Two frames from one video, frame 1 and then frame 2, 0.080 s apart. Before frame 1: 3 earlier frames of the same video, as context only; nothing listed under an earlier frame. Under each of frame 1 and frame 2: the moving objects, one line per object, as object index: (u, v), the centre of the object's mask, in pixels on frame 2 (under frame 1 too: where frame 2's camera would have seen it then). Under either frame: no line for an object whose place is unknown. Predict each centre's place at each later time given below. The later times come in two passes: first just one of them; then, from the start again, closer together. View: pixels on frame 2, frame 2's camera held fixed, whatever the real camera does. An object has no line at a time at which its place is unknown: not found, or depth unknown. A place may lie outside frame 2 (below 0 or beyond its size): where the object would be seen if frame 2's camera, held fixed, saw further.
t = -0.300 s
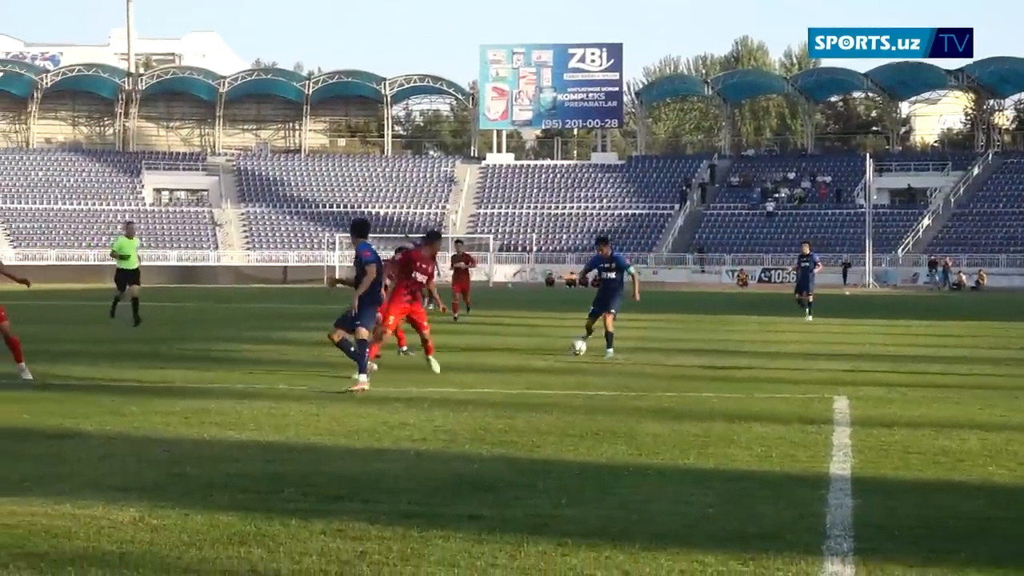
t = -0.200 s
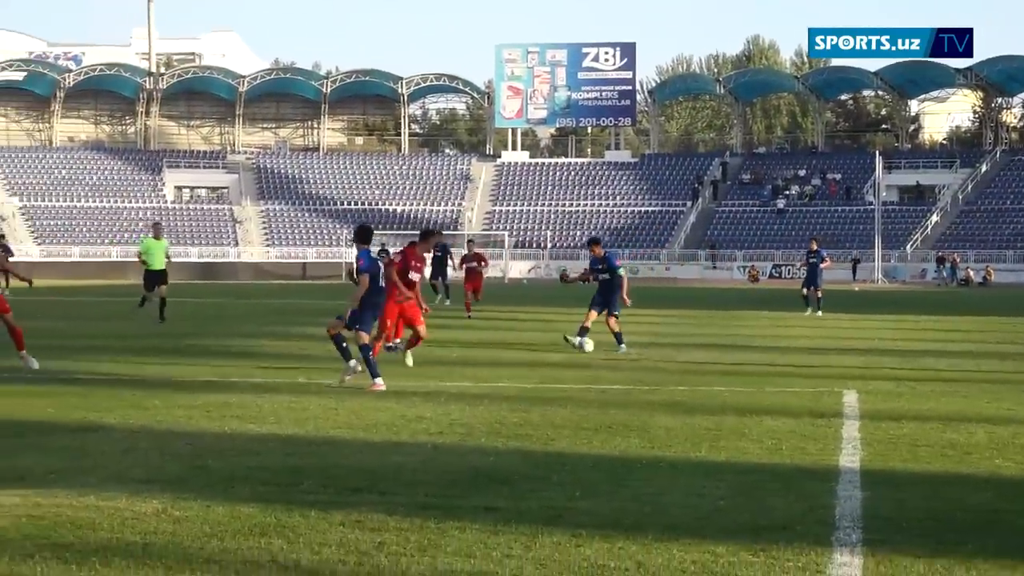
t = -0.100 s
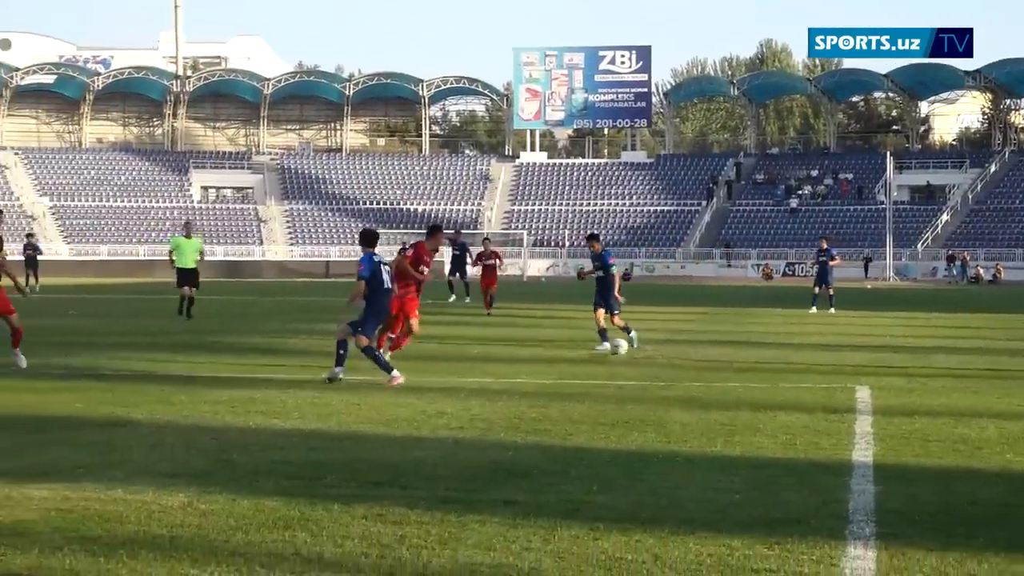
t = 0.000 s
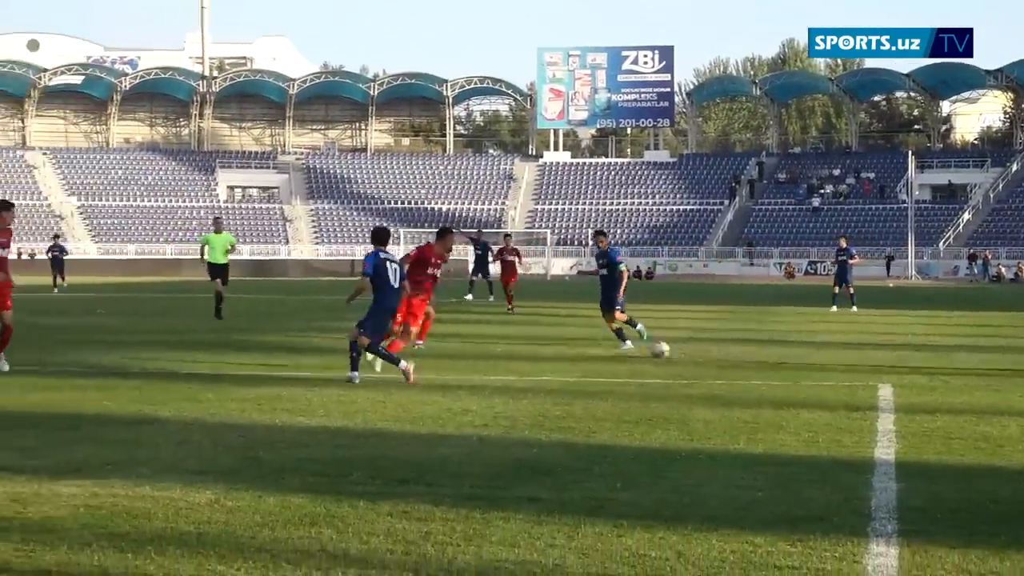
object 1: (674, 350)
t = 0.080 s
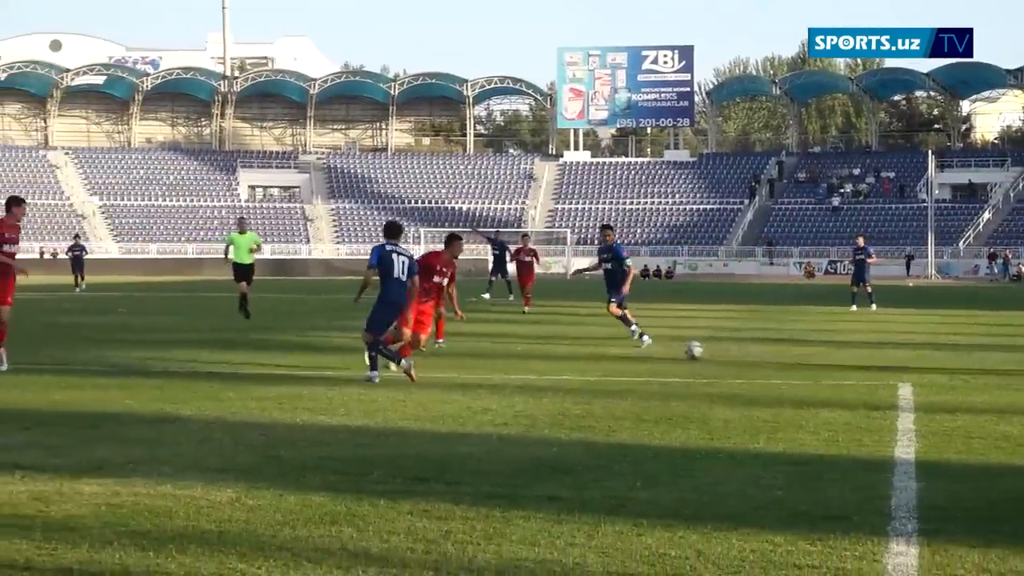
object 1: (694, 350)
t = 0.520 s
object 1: (783, 371)
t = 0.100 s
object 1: (699, 351)
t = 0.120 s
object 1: (704, 353)
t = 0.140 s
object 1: (710, 354)
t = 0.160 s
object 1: (714, 356)
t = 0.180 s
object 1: (720, 357)
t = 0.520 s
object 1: (783, 371)
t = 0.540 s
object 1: (786, 372)
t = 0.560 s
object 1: (789, 373)
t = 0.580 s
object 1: (790, 375)
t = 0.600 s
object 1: (793, 377)
